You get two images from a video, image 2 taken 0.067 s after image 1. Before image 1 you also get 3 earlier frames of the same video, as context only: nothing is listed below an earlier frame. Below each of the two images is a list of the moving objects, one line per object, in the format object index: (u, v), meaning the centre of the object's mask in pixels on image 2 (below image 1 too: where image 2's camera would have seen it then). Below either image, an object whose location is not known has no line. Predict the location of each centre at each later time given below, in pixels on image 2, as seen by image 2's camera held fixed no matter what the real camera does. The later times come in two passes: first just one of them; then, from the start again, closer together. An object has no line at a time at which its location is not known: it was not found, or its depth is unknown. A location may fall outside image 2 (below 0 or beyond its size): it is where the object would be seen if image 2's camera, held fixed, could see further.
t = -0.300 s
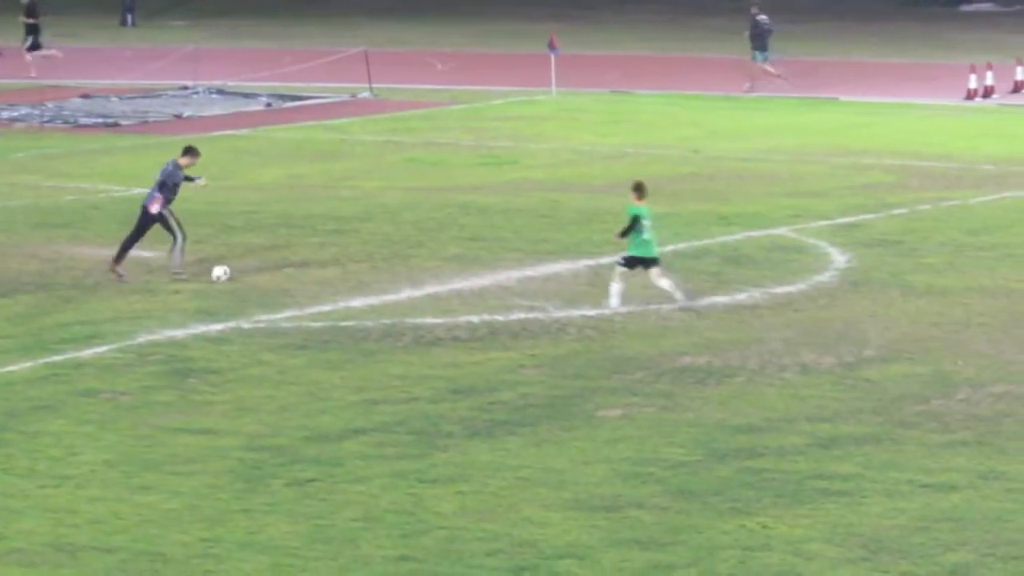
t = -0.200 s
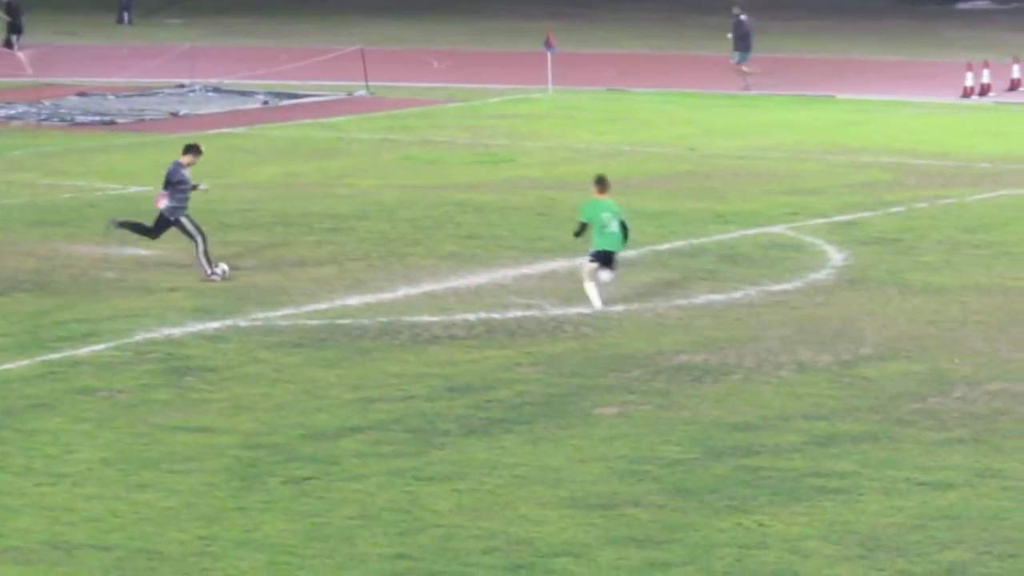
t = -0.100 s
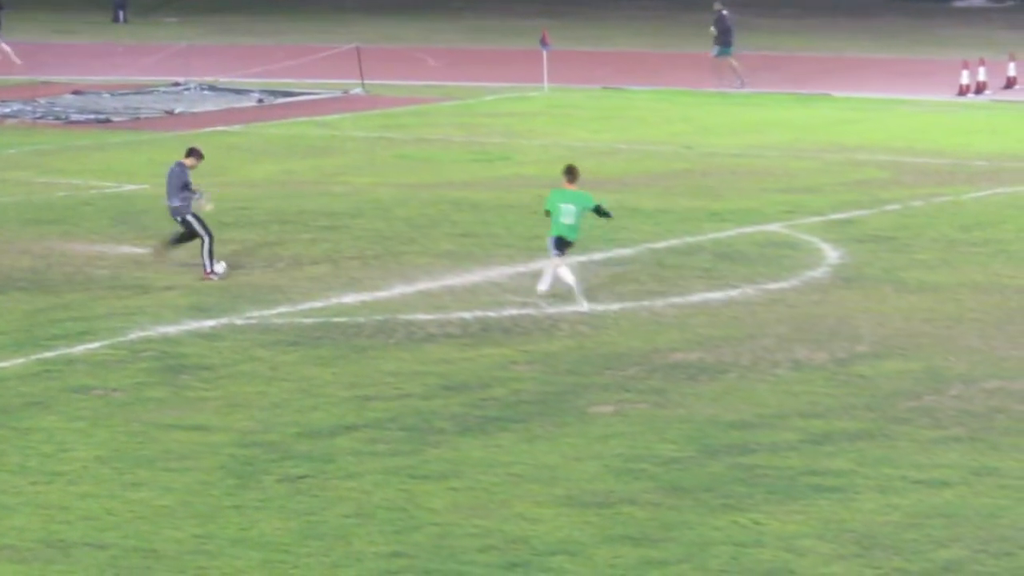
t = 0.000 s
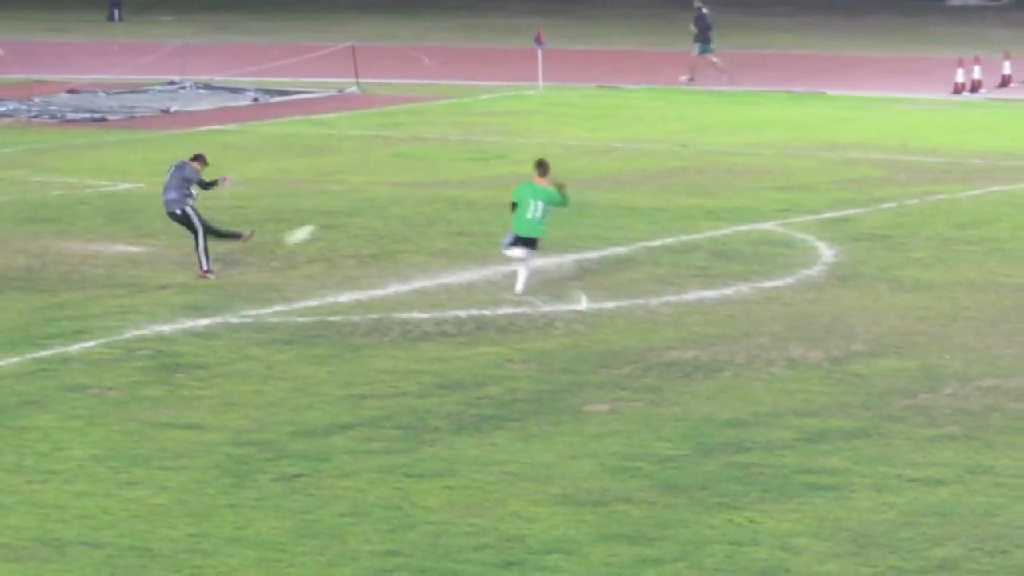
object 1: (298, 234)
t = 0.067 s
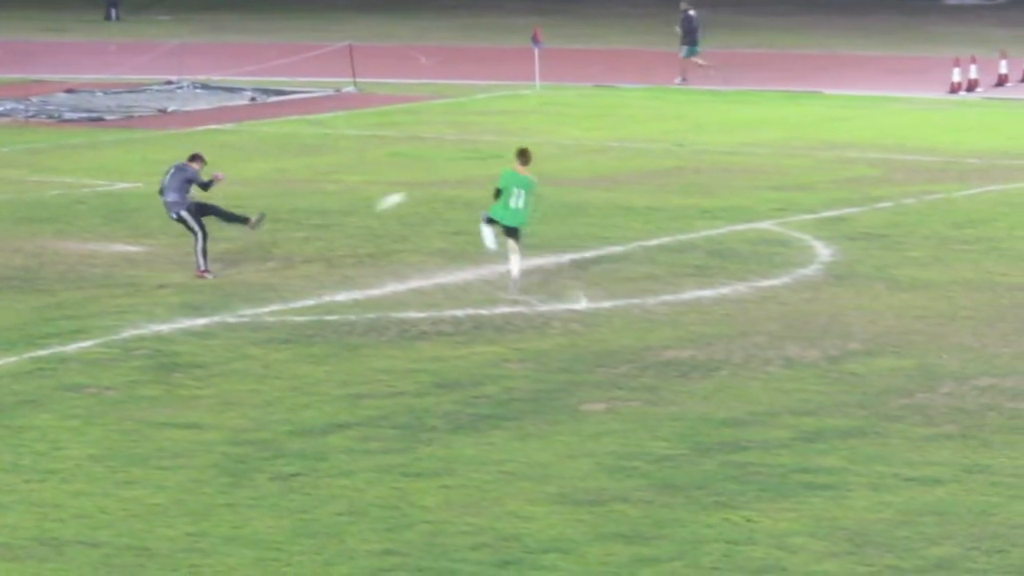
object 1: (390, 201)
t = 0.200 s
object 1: (556, 145)
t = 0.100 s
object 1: (436, 187)
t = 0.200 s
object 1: (556, 145)
